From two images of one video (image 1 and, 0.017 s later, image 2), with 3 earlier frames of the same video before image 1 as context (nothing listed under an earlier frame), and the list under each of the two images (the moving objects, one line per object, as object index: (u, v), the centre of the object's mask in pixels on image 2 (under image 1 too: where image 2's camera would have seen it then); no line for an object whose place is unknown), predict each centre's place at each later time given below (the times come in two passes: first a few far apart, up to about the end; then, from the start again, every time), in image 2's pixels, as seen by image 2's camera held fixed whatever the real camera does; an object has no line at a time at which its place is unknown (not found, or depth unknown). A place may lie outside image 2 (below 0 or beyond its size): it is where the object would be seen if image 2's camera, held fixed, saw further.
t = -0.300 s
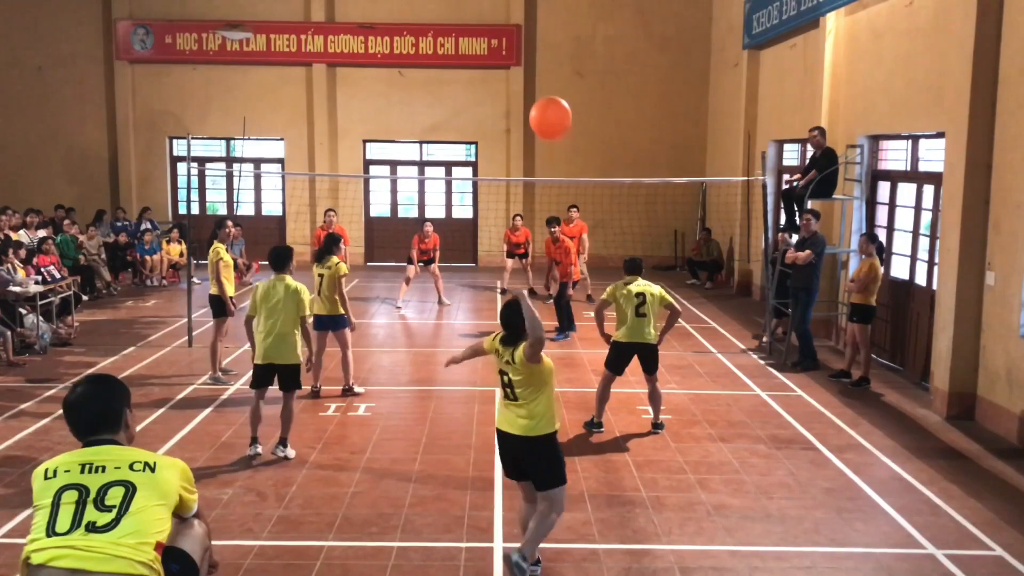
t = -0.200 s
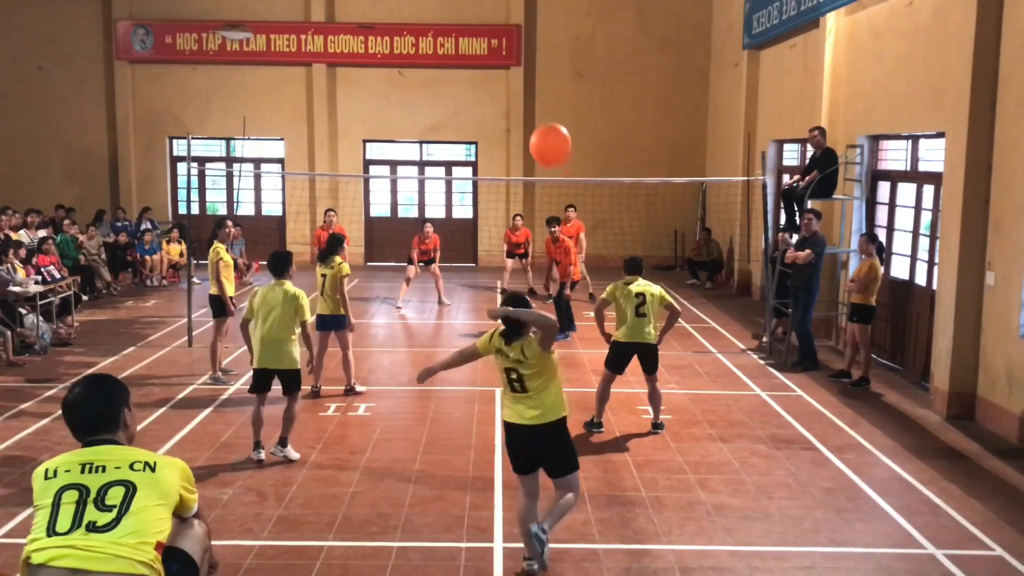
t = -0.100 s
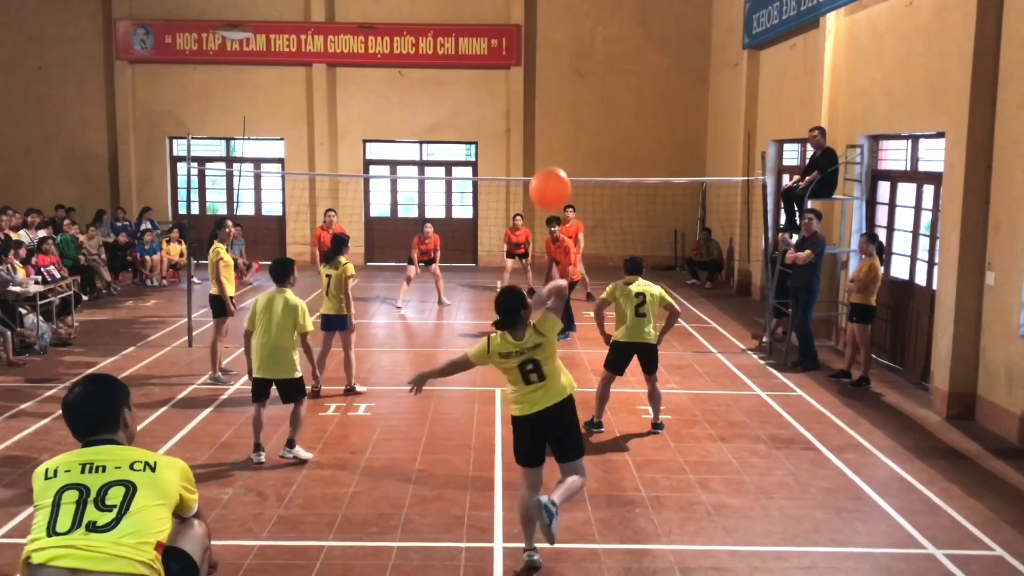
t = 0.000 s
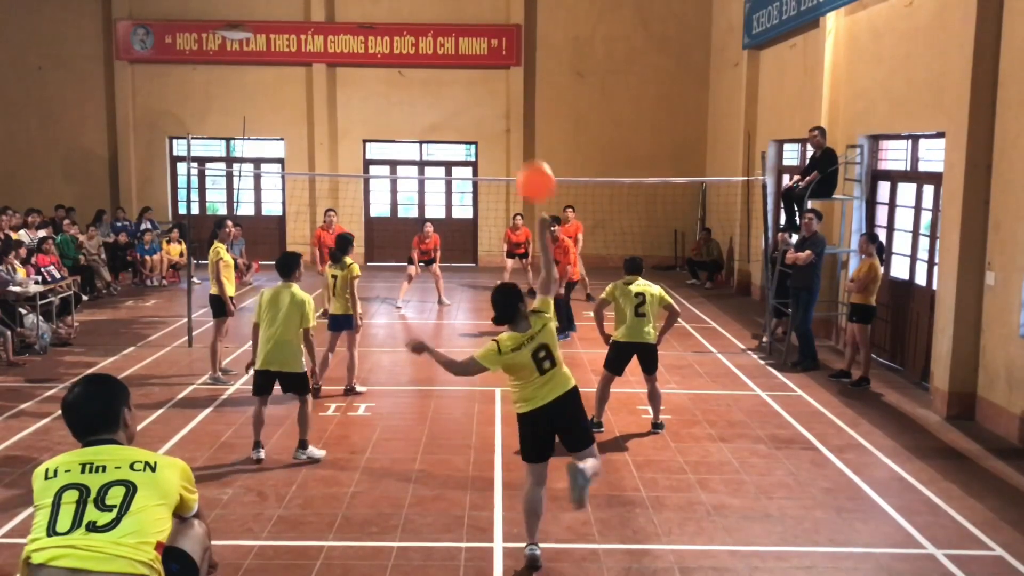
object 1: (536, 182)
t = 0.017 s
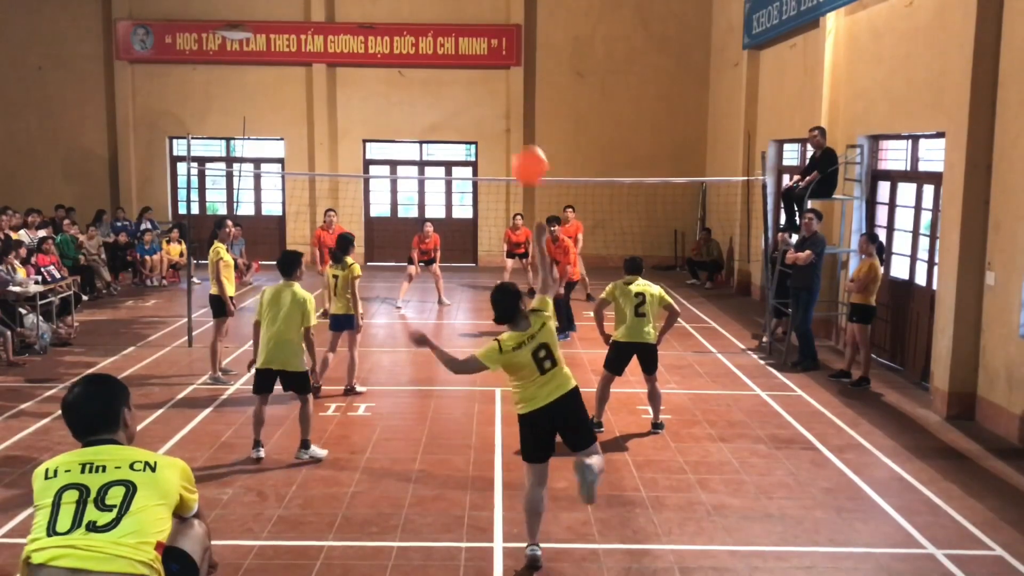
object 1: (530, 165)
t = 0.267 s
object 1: (471, 49)
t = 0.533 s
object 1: (444, 50)
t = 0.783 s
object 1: (431, 99)
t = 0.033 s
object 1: (524, 152)
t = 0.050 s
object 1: (518, 138)
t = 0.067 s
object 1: (513, 127)
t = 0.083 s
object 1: (508, 116)
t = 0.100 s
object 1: (504, 107)
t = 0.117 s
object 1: (500, 97)
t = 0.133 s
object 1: (496, 89)
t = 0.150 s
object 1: (492, 82)
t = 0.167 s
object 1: (488, 75)
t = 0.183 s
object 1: (485, 70)
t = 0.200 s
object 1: (482, 64)
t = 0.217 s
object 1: (479, 60)
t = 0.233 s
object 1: (476, 56)
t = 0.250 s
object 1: (473, 52)
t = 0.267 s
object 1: (471, 49)
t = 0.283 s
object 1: (469, 46)
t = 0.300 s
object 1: (467, 44)
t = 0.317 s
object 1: (464, 42)
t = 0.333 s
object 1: (463, 41)
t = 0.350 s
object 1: (461, 40)
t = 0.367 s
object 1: (459, 40)
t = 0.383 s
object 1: (457, 39)
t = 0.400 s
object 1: (456, 39)
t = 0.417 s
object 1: (454, 39)
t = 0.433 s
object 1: (453, 40)
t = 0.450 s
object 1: (451, 41)
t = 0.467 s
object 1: (450, 43)
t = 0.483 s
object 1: (448, 44)
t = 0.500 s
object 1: (447, 46)
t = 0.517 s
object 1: (445, 48)
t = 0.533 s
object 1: (444, 50)
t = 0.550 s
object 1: (443, 53)
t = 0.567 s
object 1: (441, 56)
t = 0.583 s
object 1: (440, 58)
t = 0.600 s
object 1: (439, 61)
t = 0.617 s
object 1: (438, 64)
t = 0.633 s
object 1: (437, 66)
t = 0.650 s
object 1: (436, 70)
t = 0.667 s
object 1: (436, 73)
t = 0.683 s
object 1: (435, 76)
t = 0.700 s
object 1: (435, 80)
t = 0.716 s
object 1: (434, 83)
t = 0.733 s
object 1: (433, 87)
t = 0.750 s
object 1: (433, 91)
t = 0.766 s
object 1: (432, 95)
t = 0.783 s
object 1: (431, 99)
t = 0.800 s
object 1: (431, 102)
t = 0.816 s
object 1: (430, 107)
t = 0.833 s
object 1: (429, 111)
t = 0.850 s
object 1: (429, 115)
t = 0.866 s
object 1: (428, 120)
